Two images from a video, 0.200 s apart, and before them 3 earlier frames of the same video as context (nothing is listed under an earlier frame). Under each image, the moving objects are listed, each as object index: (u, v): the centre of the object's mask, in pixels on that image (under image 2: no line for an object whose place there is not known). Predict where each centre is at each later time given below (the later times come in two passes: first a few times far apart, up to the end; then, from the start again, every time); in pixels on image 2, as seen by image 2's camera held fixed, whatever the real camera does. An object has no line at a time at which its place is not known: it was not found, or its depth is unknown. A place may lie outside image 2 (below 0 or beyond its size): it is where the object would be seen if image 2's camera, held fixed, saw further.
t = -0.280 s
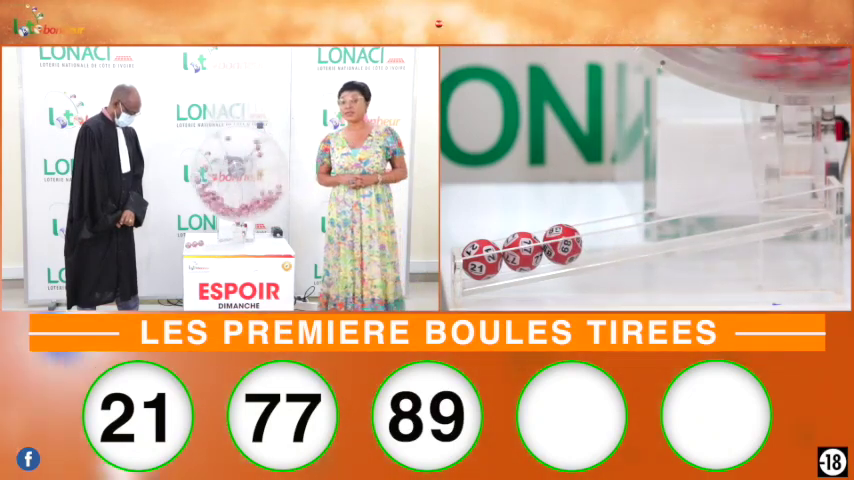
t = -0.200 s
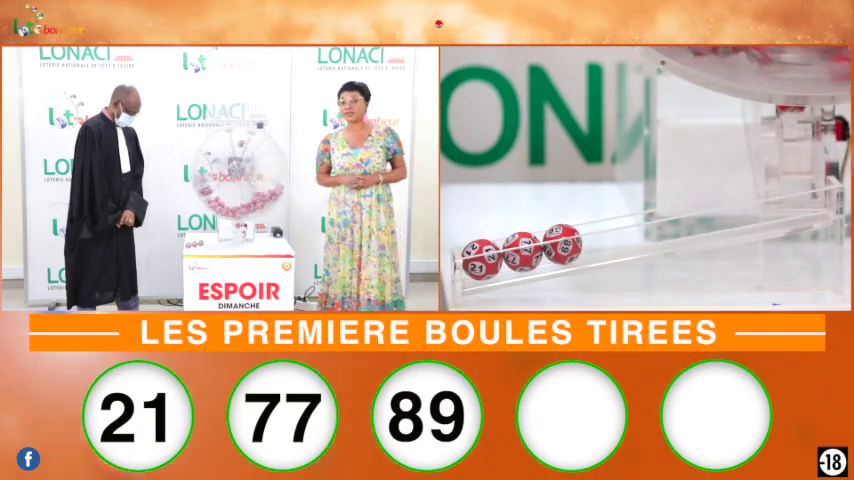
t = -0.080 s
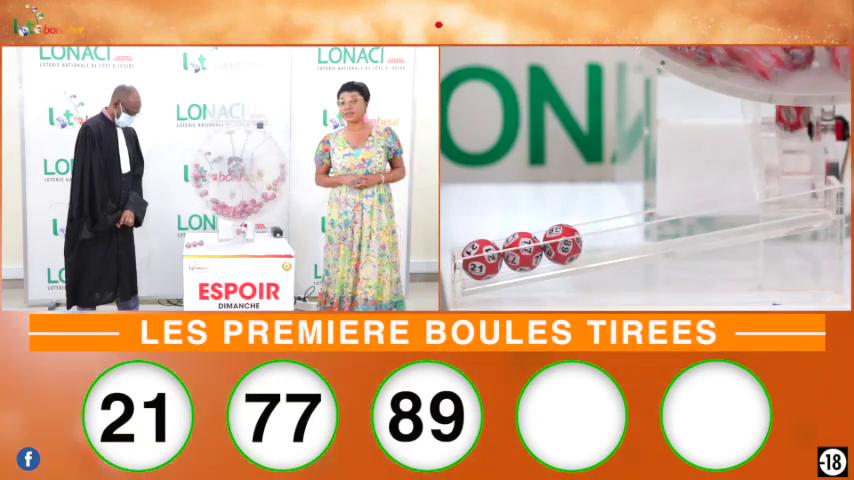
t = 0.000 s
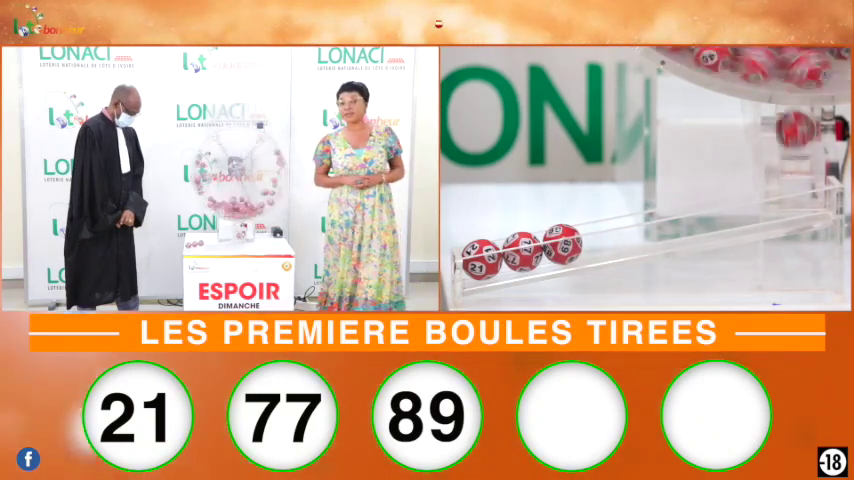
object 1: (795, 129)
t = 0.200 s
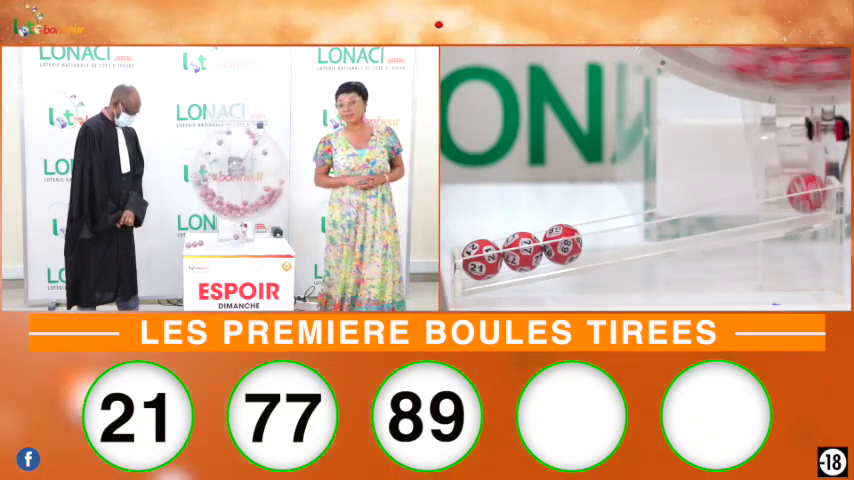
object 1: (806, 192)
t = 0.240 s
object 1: (805, 189)
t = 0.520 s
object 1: (761, 207)
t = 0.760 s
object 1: (670, 223)
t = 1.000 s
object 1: (614, 234)
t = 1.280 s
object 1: (602, 237)
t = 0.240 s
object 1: (805, 189)
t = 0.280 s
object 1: (805, 196)
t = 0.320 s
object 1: (801, 195)
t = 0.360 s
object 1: (796, 198)
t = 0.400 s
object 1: (788, 201)
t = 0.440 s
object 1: (781, 203)
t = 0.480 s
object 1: (772, 205)
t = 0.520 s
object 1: (761, 207)
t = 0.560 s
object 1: (749, 209)
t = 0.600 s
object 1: (735, 212)
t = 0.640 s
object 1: (721, 214)
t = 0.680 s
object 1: (705, 217)
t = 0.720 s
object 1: (688, 220)
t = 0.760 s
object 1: (670, 223)
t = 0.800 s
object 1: (652, 227)
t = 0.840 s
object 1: (630, 231)
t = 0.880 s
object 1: (609, 235)
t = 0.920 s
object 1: (606, 234)
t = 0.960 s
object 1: (612, 233)
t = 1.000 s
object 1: (614, 234)
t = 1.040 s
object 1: (615, 234)
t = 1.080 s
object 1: (615, 234)
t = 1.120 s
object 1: (613, 234)
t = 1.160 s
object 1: (611, 235)
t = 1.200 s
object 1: (607, 235)
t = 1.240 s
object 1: (602, 236)
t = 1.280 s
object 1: (602, 237)
